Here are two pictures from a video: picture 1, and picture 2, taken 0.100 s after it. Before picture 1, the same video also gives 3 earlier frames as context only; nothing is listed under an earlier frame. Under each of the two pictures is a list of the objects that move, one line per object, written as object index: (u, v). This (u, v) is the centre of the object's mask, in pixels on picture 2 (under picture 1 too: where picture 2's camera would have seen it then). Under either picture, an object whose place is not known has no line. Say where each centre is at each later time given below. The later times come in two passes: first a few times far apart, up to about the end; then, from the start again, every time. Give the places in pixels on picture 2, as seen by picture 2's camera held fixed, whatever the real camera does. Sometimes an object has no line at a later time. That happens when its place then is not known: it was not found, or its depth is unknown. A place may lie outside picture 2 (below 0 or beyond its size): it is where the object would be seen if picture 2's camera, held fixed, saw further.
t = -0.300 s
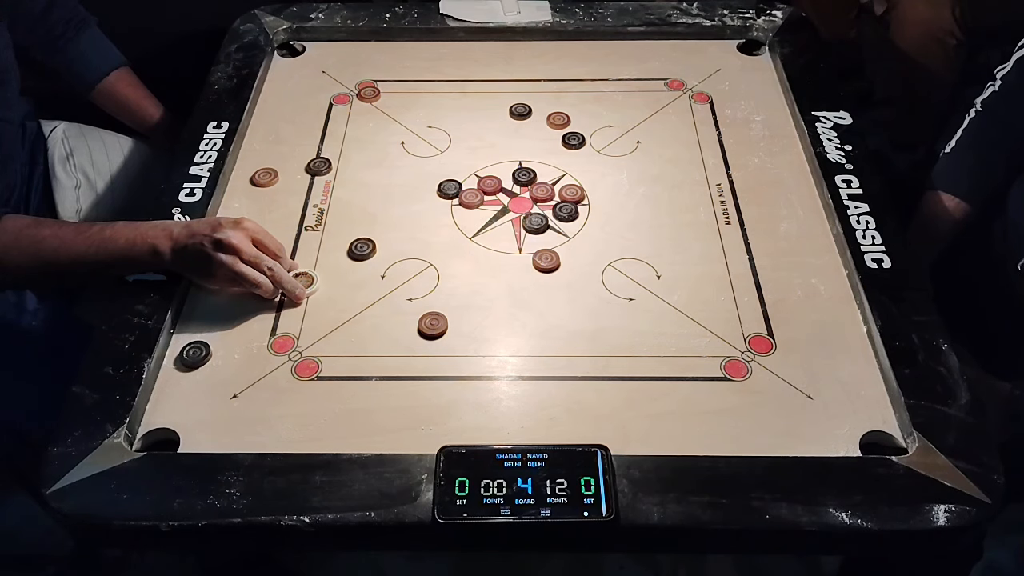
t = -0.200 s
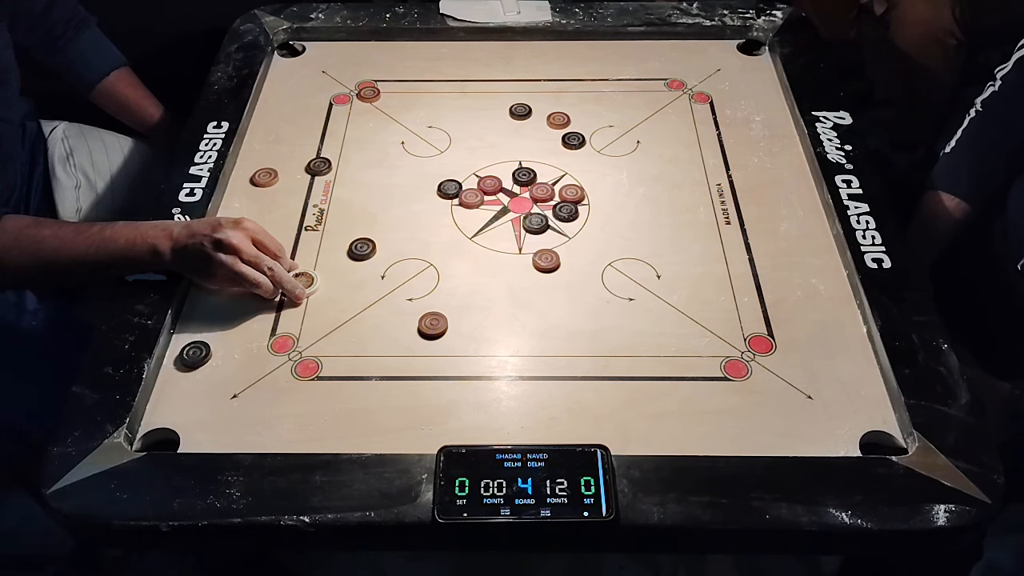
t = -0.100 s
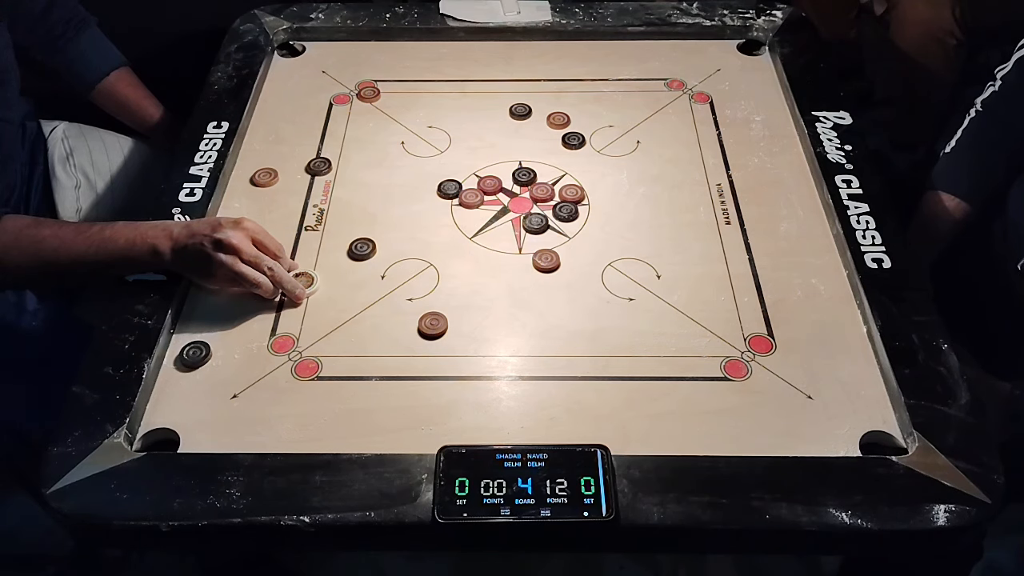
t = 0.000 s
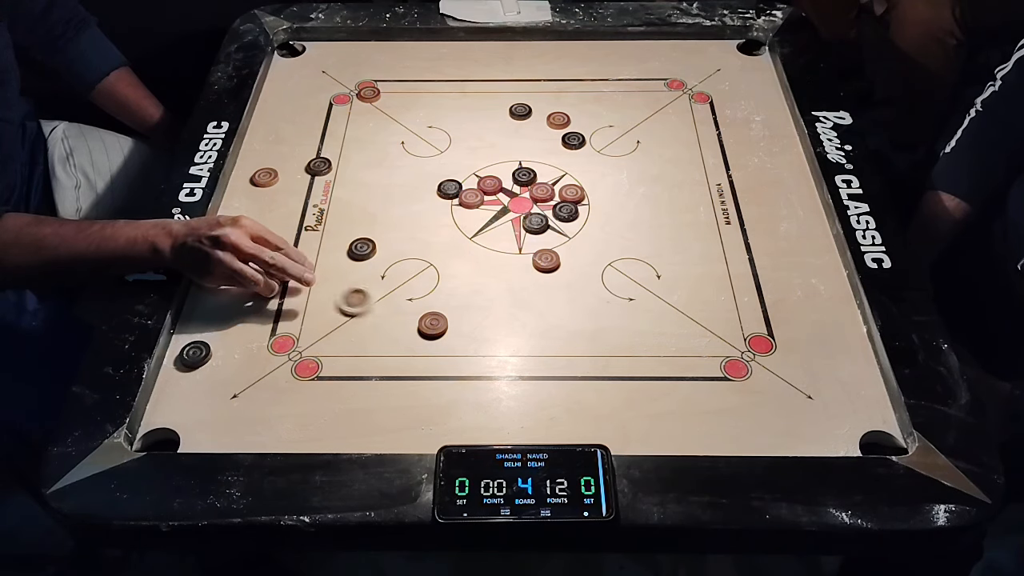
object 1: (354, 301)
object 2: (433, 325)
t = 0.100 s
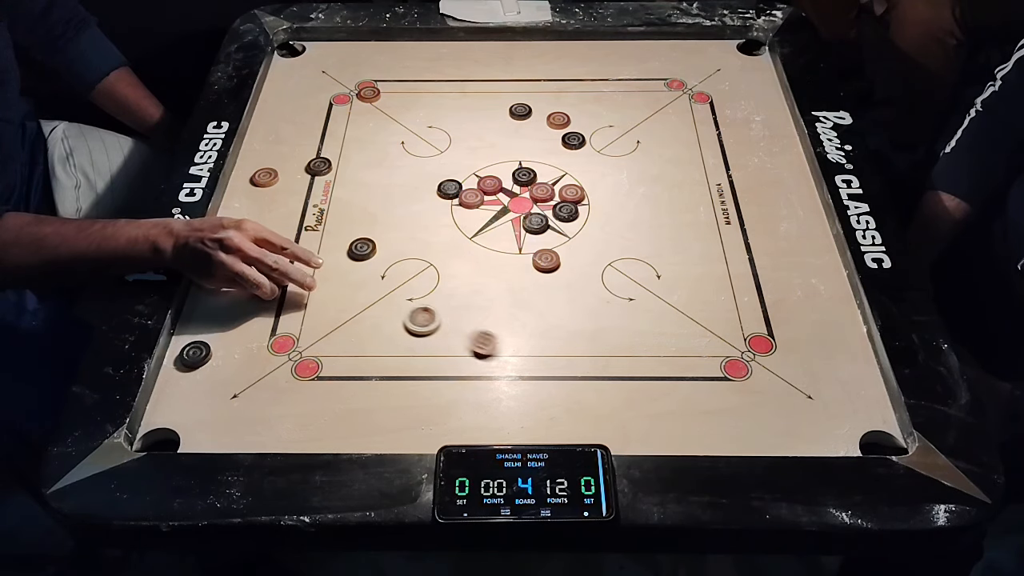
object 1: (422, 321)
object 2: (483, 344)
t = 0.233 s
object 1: (469, 331)
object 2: (624, 395)
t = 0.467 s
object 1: (508, 337)
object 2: (808, 445)
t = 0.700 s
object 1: (510, 338)
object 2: (851, 433)
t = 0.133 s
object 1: (435, 323)
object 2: (520, 358)
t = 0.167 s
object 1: (448, 326)
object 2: (555, 370)
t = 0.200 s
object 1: (459, 329)
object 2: (590, 383)
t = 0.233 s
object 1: (469, 331)
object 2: (624, 395)
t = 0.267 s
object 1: (477, 332)
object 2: (657, 407)
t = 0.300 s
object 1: (485, 334)
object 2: (688, 418)
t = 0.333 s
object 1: (492, 335)
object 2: (718, 429)
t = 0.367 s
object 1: (497, 336)
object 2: (745, 437)
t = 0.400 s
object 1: (502, 337)
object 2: (771, 444)
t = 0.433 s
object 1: (506, 337)
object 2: (792, 447)
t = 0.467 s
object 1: (508, 337)
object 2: (808, 445)
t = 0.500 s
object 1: (510, 338)
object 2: (821, 443)
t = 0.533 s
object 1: (510, 338)
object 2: (831, 441)
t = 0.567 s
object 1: (510, 338)
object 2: (838, 438)
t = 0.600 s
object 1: (510, 338)
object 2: (844, 436)
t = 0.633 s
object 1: (510, 338)
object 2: (848, 434)
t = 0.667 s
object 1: (510, 338)
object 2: (850, 433)
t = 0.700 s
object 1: (510, 338)
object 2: (851, 433)
